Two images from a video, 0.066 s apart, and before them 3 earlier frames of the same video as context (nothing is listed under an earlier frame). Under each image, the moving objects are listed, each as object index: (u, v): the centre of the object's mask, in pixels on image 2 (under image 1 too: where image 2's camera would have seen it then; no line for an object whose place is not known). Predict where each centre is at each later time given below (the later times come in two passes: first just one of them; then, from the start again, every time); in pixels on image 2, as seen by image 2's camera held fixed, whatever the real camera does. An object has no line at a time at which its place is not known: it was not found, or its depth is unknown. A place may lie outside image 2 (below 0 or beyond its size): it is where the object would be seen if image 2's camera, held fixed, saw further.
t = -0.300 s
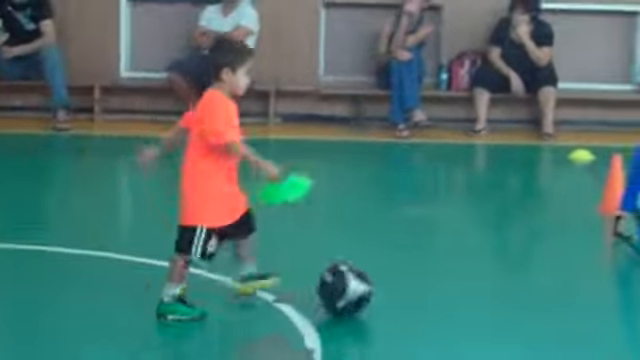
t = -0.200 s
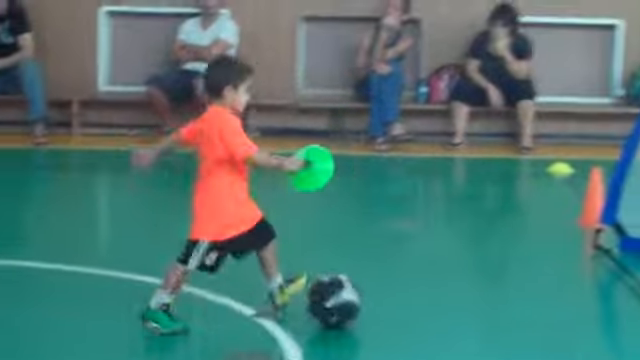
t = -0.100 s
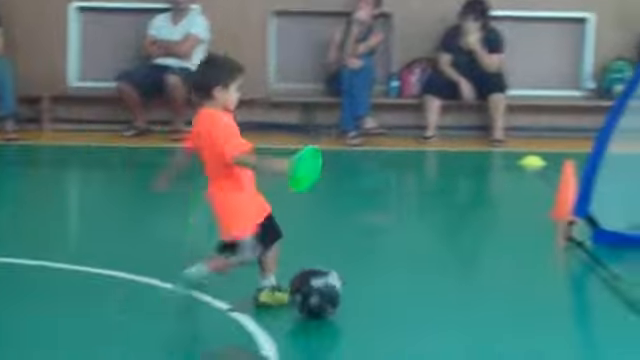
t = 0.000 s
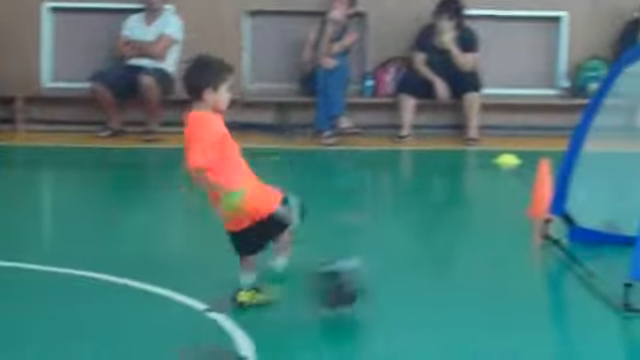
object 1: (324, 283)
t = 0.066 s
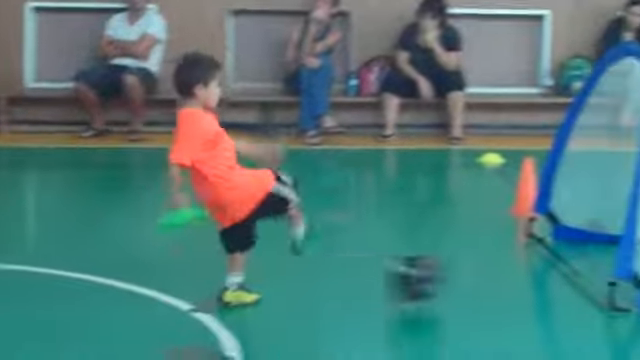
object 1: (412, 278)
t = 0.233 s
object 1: (601, 271)
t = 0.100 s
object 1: (458, 280)
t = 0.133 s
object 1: (504, 280)
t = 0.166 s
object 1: (538, 278)
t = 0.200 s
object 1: (575, 270)
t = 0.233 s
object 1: (601, 271)
